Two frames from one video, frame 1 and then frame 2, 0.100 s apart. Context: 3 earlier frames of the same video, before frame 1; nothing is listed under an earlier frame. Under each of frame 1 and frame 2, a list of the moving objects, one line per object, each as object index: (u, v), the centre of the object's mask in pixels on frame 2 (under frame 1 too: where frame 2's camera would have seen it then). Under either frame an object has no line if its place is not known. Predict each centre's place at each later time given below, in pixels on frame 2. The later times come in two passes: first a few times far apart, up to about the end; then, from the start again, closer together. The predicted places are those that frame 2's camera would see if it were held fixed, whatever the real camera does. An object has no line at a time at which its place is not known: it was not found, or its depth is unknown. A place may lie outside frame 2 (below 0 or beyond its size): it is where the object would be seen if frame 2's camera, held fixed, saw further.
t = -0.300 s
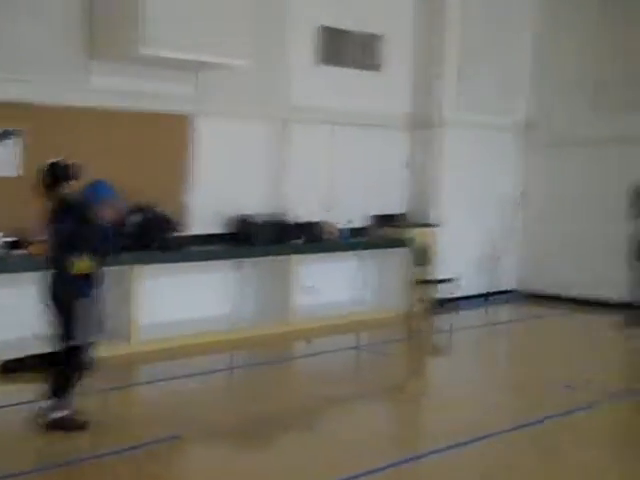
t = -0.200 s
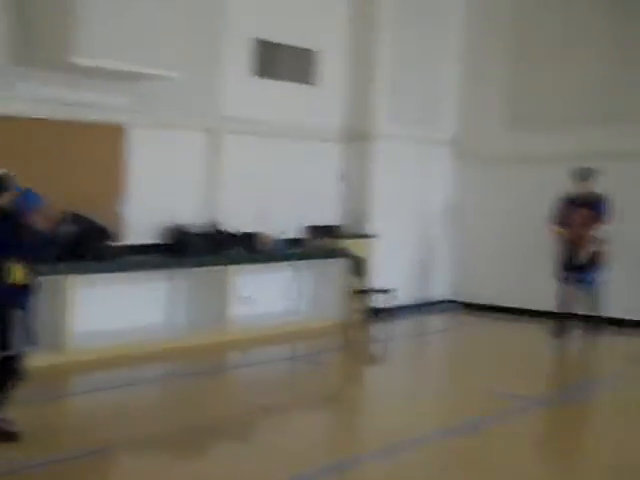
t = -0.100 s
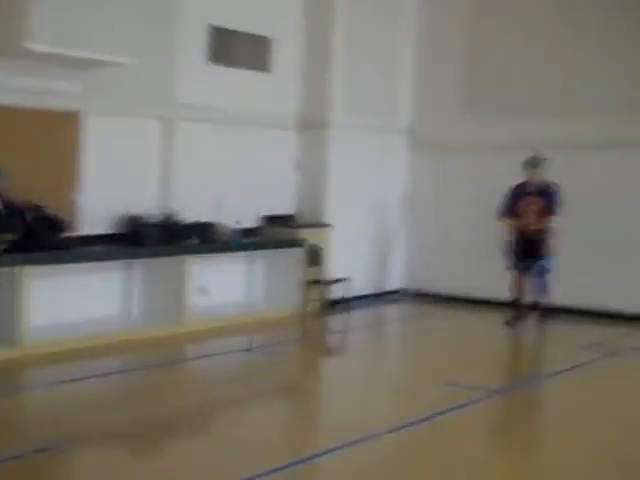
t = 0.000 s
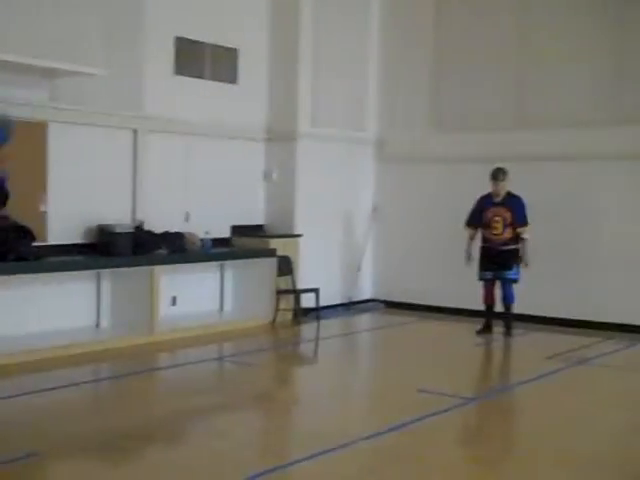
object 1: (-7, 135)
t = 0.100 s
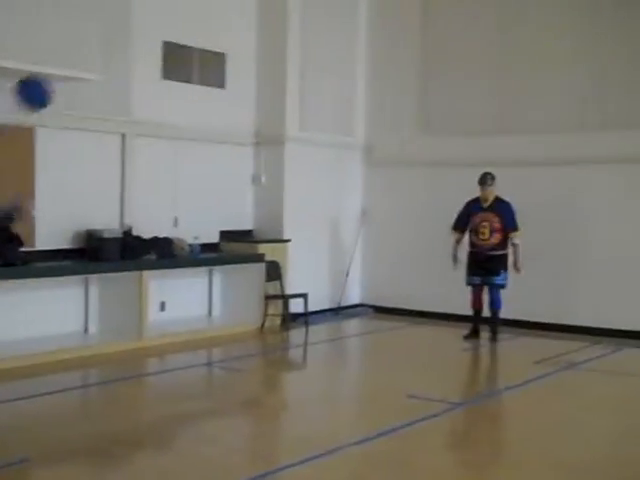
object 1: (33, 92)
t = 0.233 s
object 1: (99, 62)
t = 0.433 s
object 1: (180, 64)
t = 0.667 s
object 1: (263, 123)
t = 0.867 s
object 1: (320, 211)
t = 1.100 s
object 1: (373, 338)
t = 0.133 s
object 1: (50, 82)
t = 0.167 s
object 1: (67, 74)
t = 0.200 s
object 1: (84, 66)
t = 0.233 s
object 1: (99, 62)
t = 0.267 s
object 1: (113, 59)
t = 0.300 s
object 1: (128, 57)
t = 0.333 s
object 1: (142, 57)
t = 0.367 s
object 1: (157, 58)
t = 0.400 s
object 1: (171, 60)
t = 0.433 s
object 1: (180, 64)
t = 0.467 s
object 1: (196, 70)
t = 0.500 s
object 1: (210, 76)
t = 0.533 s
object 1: (220, 83)
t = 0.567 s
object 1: (232, 91)
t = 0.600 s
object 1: (242, 100)
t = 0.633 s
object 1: (253, 112)
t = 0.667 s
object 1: (263, 123)
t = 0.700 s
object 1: (272, 135)
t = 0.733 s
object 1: (283, 148)
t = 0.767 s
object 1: (293, 163)
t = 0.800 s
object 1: (302, 178)
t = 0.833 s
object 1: (312, 195)
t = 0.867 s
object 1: (320, 211)
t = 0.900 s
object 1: (329, 229)
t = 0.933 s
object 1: (337, 248)
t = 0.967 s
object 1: (345, 265)
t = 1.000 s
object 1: (353, 283)
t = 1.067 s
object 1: (370, 328)
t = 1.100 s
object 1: (373, 338)
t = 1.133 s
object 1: (376, 327)
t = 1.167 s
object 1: (382, 318)
